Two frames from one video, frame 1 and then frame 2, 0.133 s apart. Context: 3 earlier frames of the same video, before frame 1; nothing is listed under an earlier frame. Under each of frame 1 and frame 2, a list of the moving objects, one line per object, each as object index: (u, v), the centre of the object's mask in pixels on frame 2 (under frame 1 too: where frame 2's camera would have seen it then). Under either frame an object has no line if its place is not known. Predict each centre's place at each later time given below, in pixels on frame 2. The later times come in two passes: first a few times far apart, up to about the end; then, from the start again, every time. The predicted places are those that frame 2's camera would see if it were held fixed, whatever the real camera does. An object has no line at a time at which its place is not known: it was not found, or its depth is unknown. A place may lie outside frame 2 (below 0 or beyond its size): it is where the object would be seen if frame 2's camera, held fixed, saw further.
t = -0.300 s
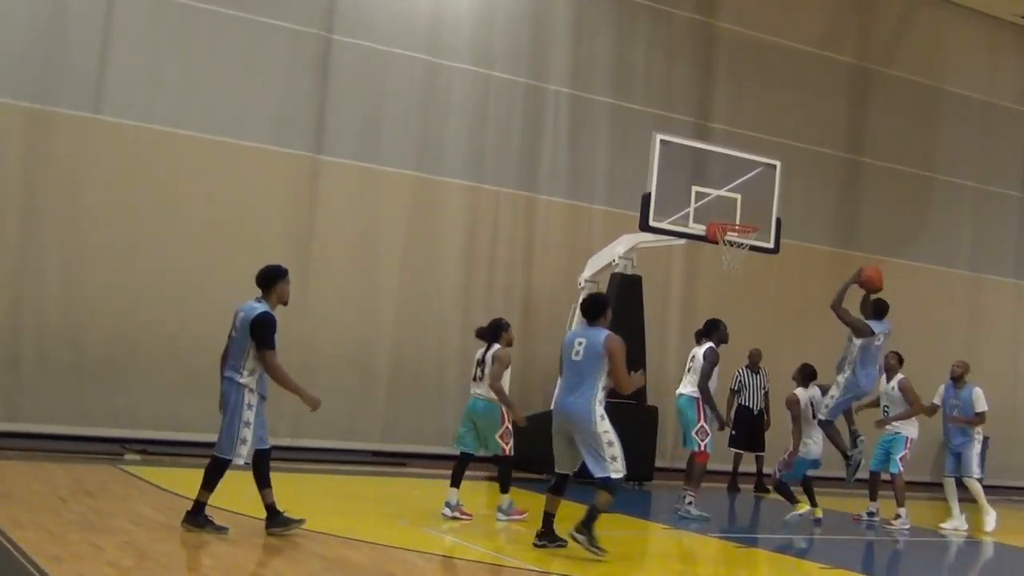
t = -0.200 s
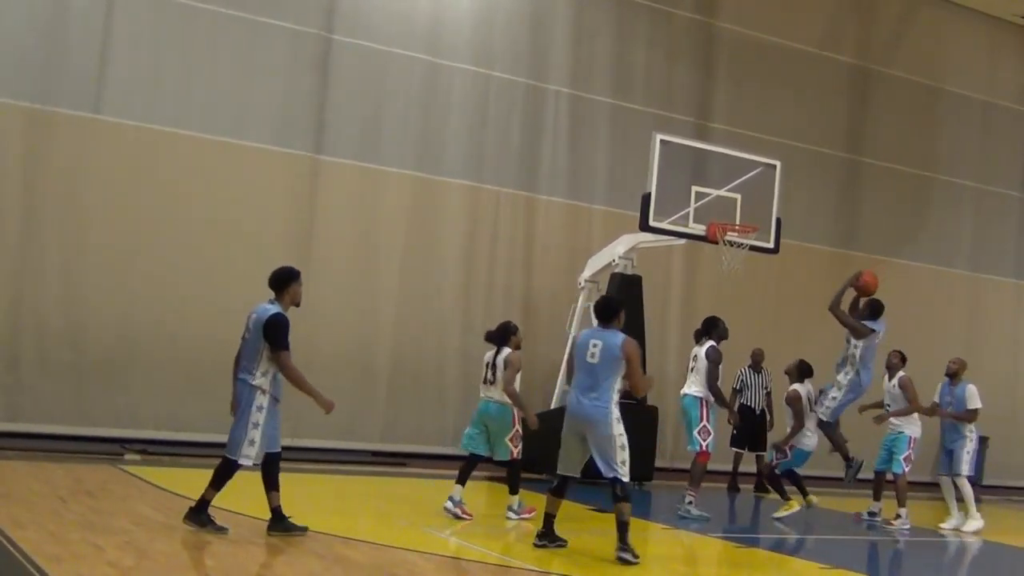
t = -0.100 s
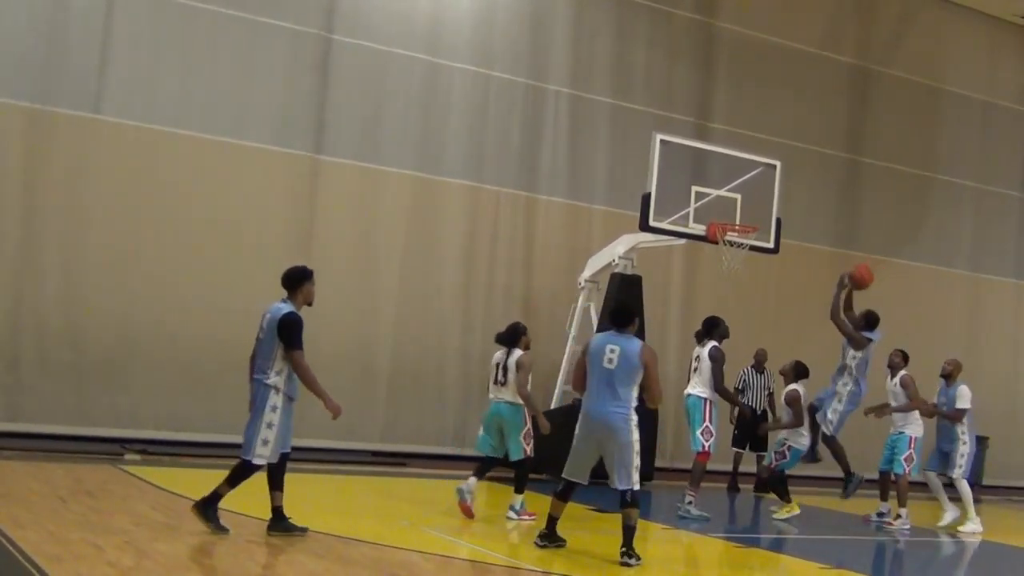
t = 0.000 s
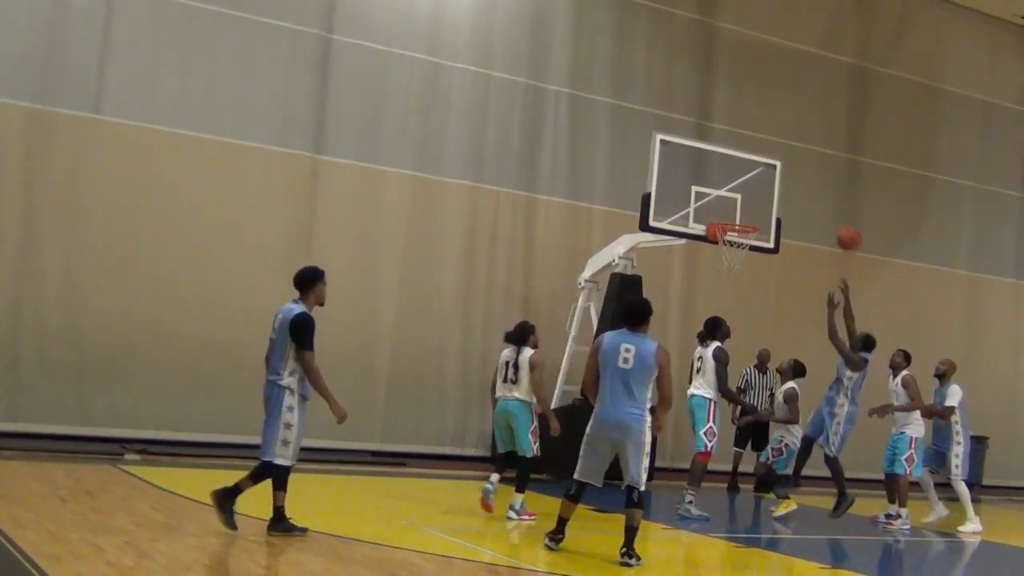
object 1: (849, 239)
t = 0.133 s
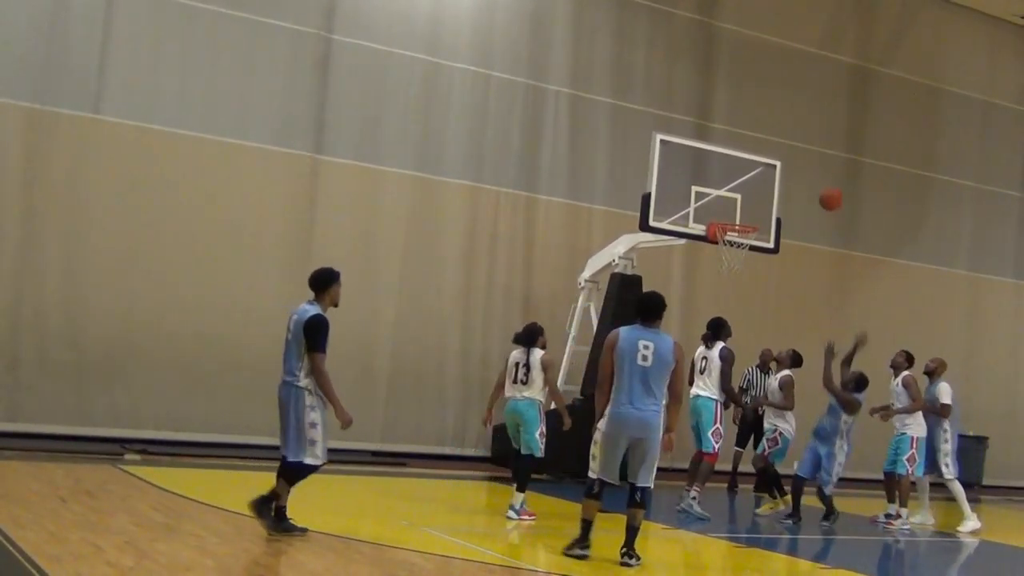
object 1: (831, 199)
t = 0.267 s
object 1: (812, 177)
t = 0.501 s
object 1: (779, 179)
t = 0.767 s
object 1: (739, 237)
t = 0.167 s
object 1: (826, 192)
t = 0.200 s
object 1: (821, 186)
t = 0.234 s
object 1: (817, 181)
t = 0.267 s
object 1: (812, 177)
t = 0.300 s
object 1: (807, 175)
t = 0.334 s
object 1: (803, 173)
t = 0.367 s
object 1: (798, 172)
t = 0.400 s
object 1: (793, 172)
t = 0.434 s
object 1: (789, 173)
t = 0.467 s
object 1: (784, 175)
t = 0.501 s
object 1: (779, 179)
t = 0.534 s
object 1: (774, 184)
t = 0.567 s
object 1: (768, 189)
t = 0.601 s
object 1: (763, 195)
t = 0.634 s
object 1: (758, 202)
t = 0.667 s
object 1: (753, 210)
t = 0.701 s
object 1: (748, 217)
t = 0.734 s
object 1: (744, 228)
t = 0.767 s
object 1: (739, 237)
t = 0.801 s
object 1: (732, 248)
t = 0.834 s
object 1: (730, 255)
